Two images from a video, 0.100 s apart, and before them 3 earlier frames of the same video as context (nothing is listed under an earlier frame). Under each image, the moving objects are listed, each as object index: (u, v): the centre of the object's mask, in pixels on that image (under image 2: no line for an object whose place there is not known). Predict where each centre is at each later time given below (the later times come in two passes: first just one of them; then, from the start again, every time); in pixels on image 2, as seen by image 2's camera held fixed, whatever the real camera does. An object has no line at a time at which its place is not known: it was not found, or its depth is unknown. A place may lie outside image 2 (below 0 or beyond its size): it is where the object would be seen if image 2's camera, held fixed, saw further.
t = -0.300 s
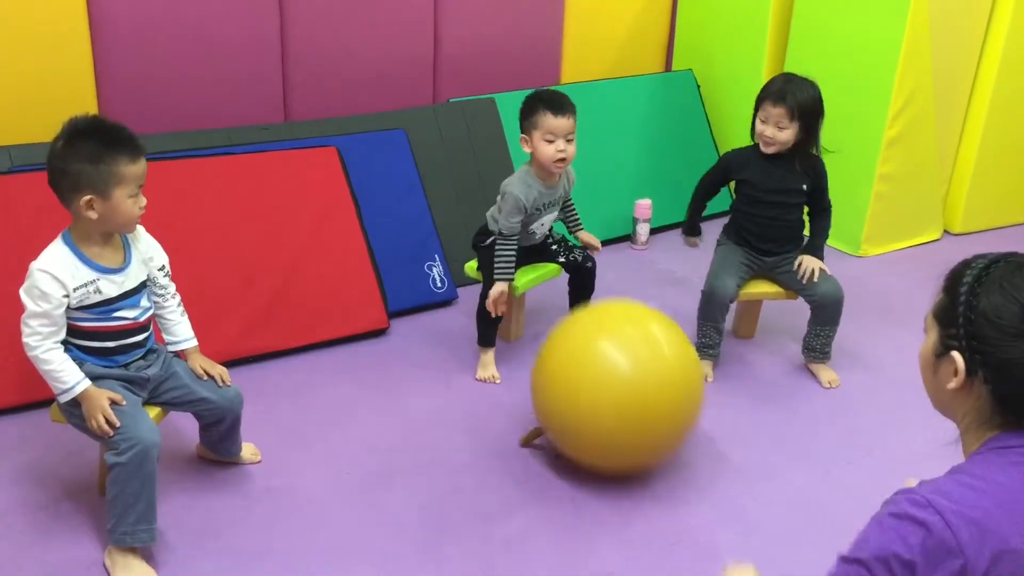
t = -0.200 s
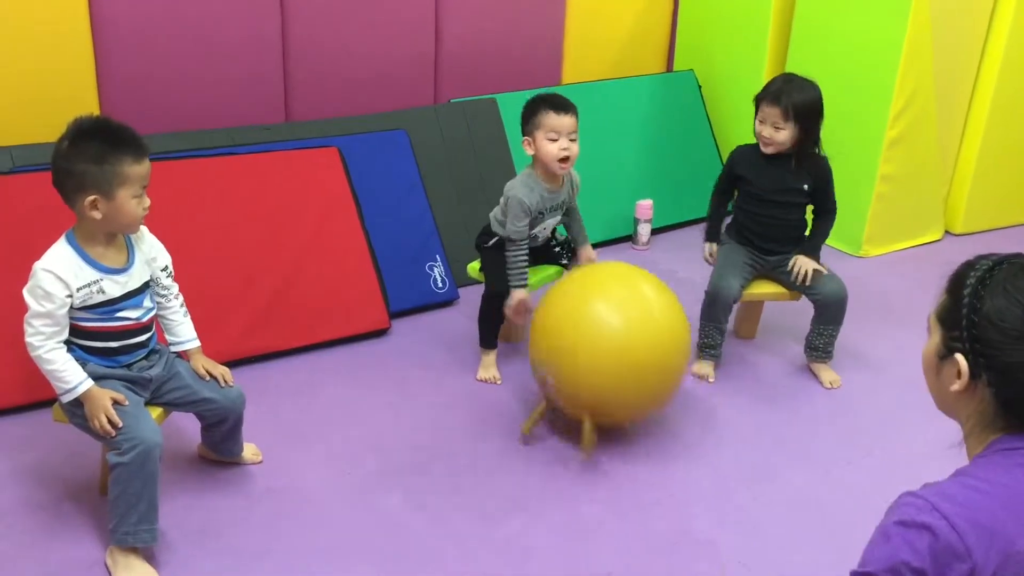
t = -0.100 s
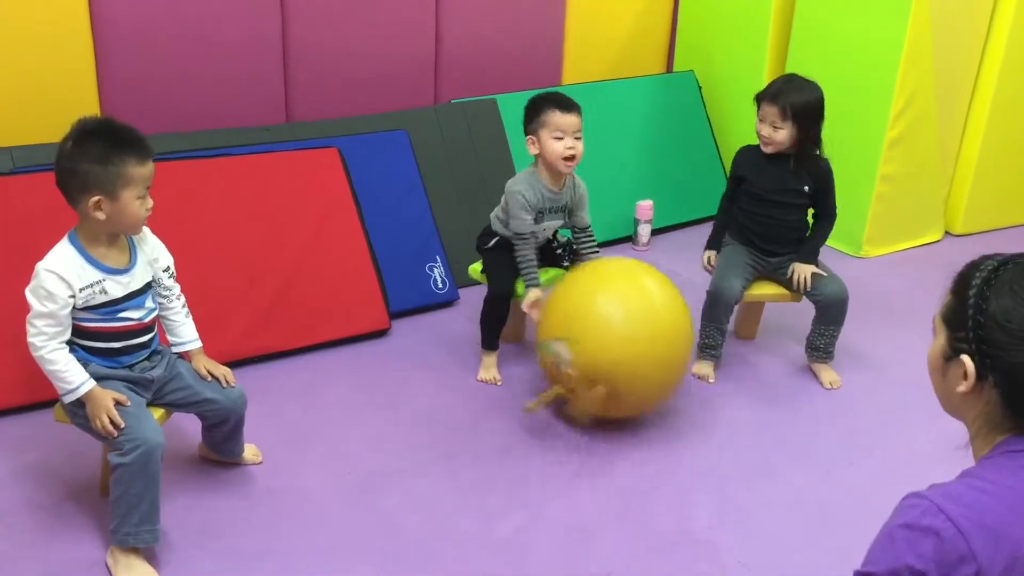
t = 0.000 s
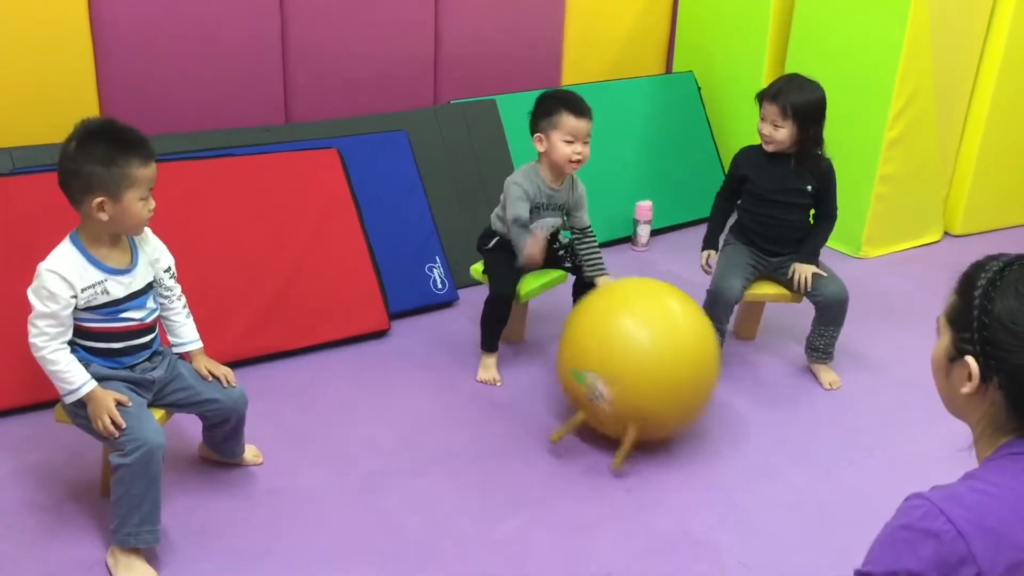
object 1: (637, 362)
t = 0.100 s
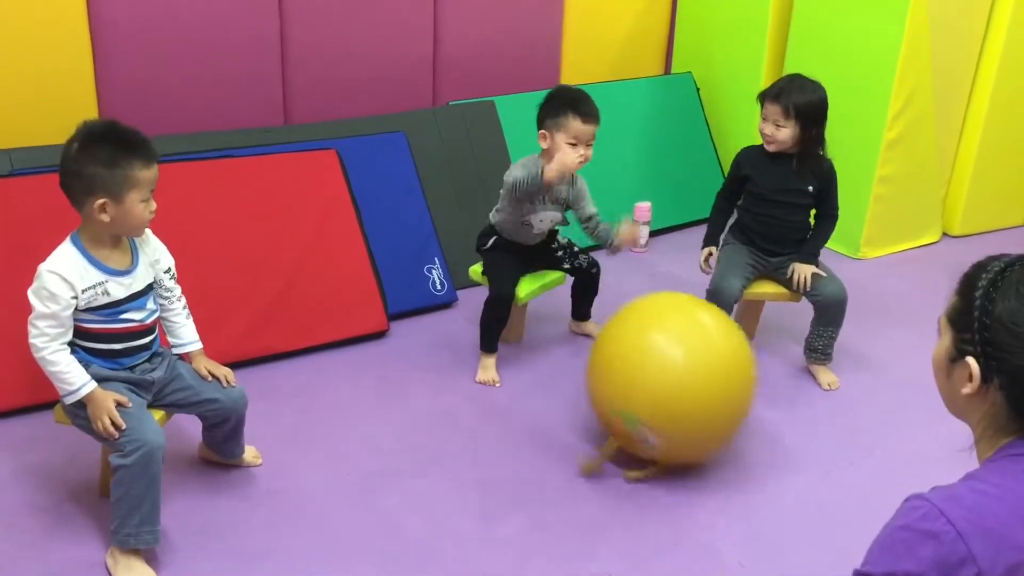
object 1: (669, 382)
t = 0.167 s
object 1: (694, 399)
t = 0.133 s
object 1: (682, 391)
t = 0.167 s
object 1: (694, 399)
